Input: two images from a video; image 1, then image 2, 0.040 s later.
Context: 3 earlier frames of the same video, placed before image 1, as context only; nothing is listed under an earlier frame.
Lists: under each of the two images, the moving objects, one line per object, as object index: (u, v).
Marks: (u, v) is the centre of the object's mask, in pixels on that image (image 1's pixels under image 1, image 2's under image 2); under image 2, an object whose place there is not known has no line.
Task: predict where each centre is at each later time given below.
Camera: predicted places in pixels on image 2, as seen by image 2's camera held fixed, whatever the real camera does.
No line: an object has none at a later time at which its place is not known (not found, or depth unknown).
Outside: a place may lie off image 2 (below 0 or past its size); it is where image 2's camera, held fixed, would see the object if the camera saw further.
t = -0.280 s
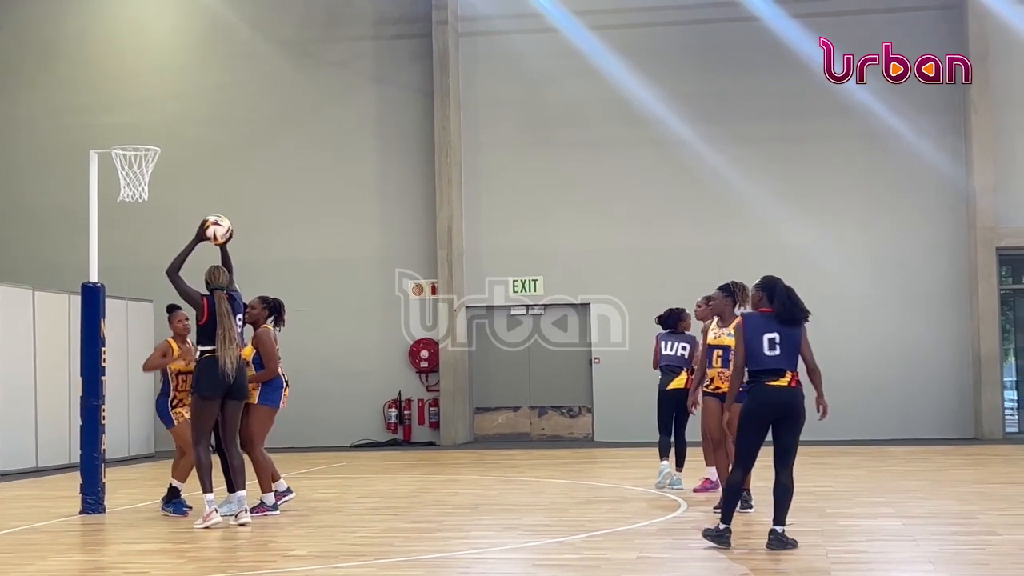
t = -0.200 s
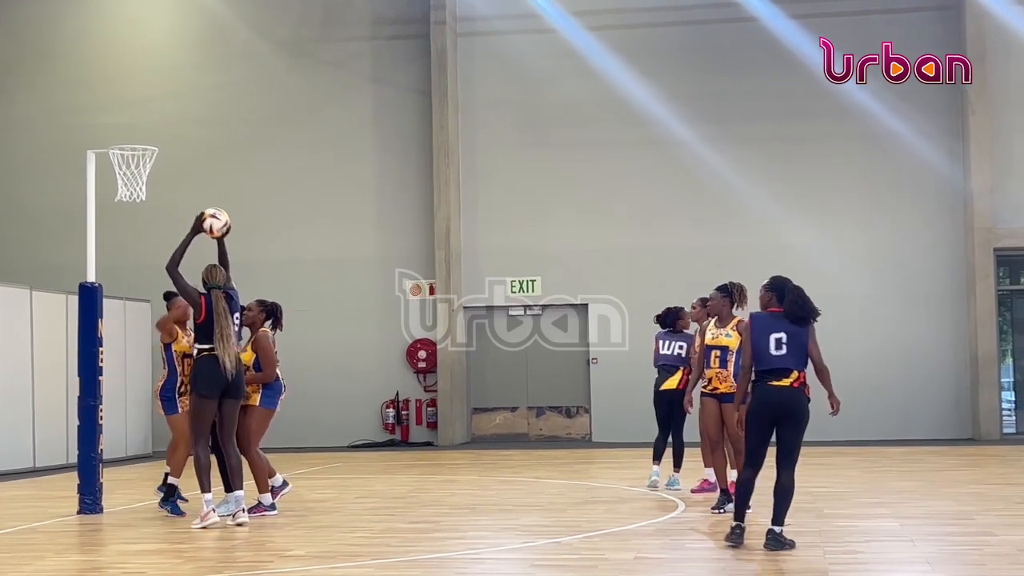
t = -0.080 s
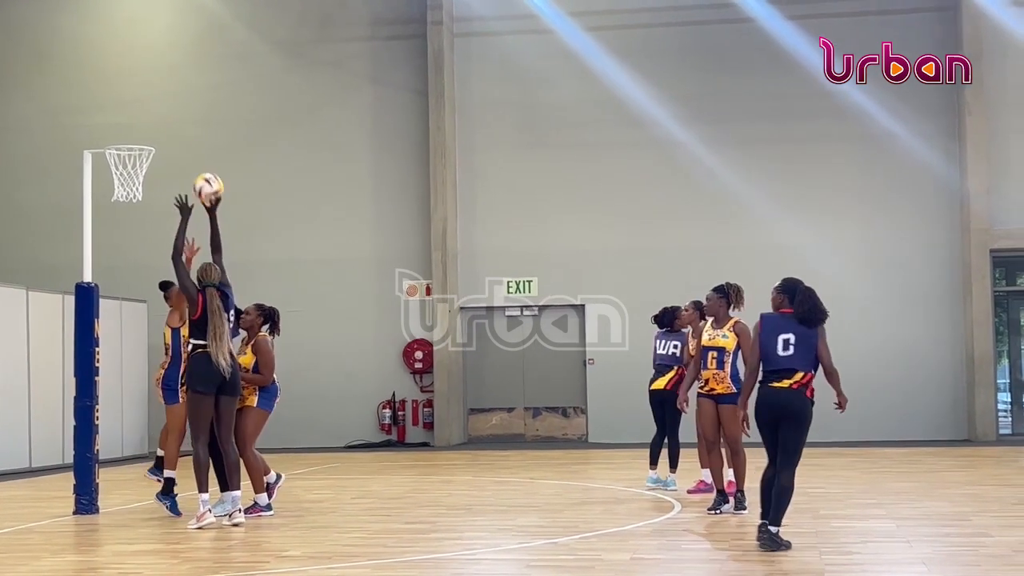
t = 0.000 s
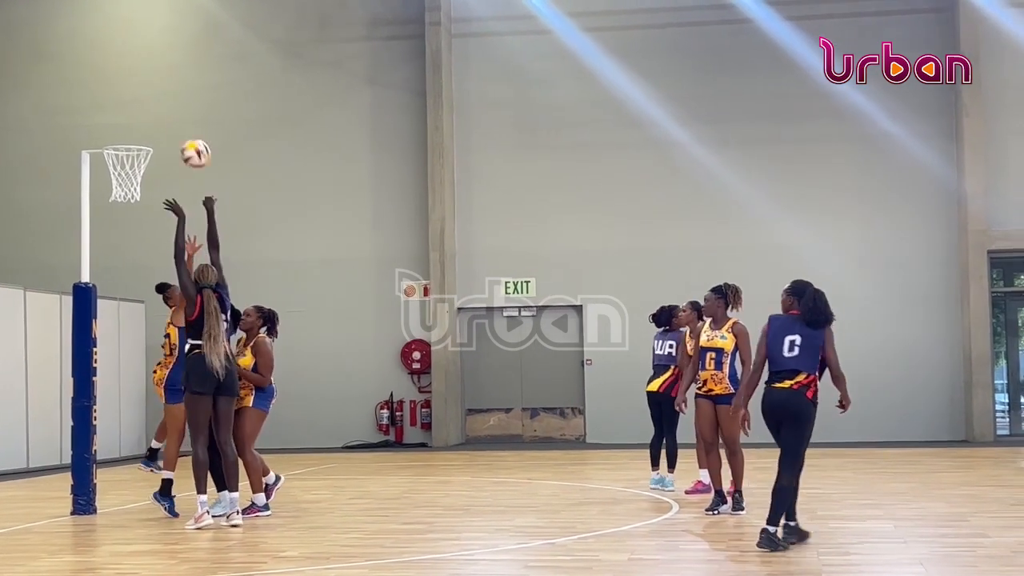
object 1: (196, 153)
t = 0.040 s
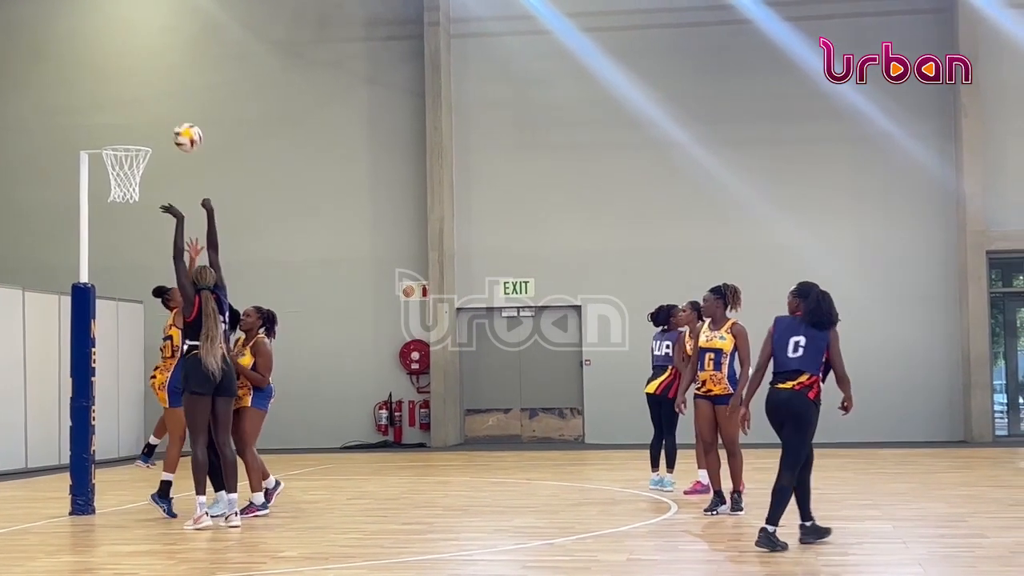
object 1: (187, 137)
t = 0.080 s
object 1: (184, 124)
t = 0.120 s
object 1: (185, 113)
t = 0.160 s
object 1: (183, 106)
